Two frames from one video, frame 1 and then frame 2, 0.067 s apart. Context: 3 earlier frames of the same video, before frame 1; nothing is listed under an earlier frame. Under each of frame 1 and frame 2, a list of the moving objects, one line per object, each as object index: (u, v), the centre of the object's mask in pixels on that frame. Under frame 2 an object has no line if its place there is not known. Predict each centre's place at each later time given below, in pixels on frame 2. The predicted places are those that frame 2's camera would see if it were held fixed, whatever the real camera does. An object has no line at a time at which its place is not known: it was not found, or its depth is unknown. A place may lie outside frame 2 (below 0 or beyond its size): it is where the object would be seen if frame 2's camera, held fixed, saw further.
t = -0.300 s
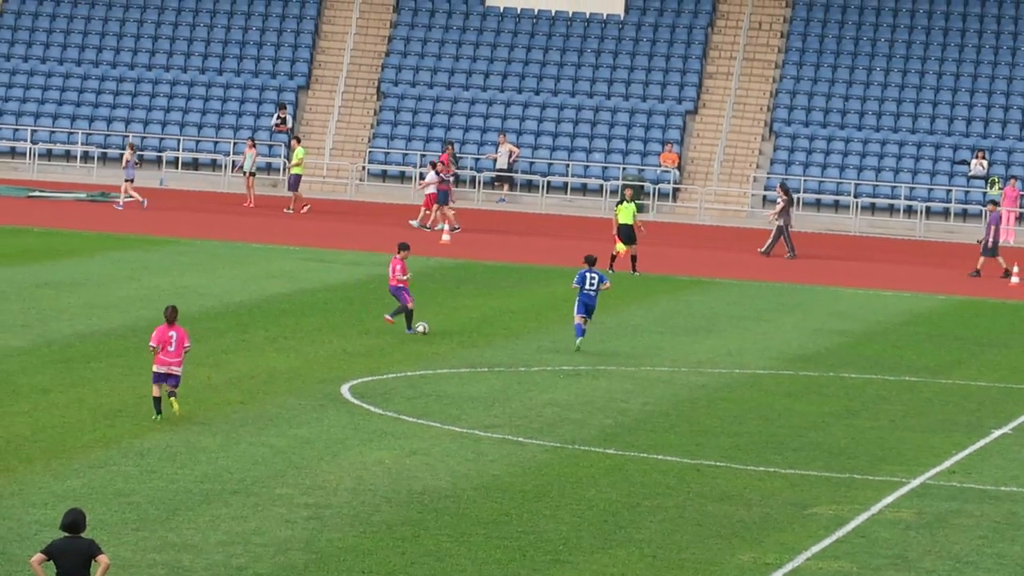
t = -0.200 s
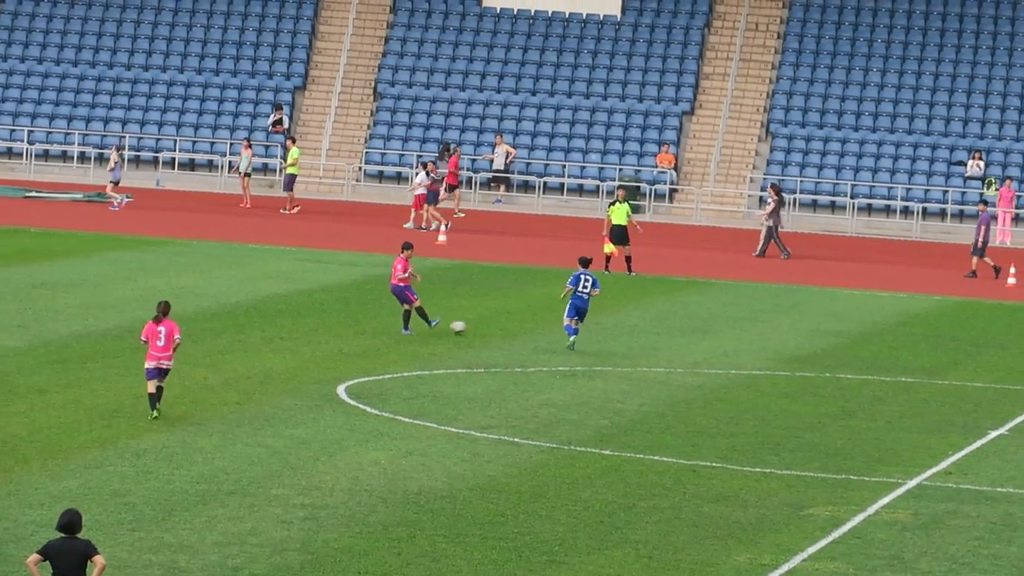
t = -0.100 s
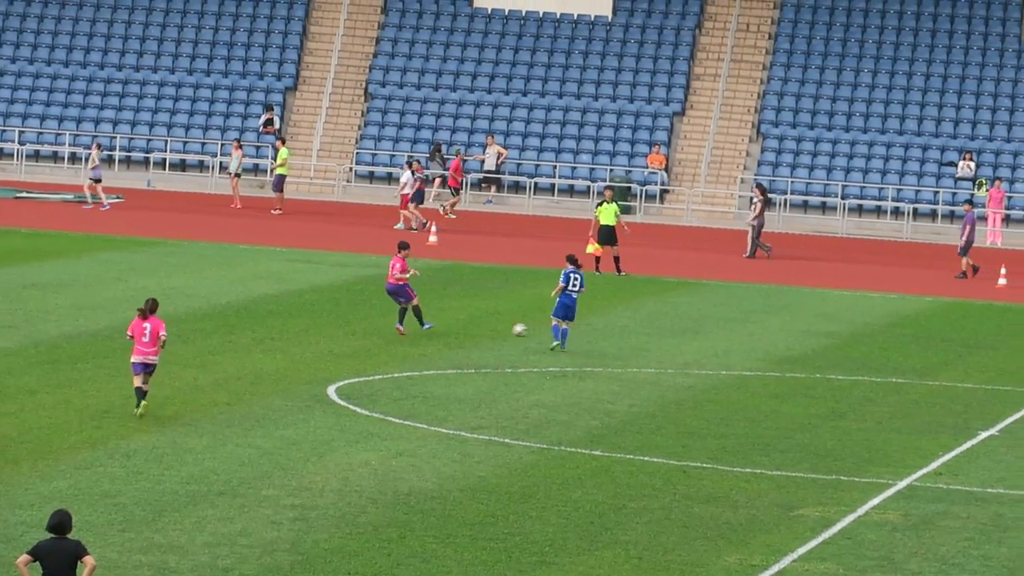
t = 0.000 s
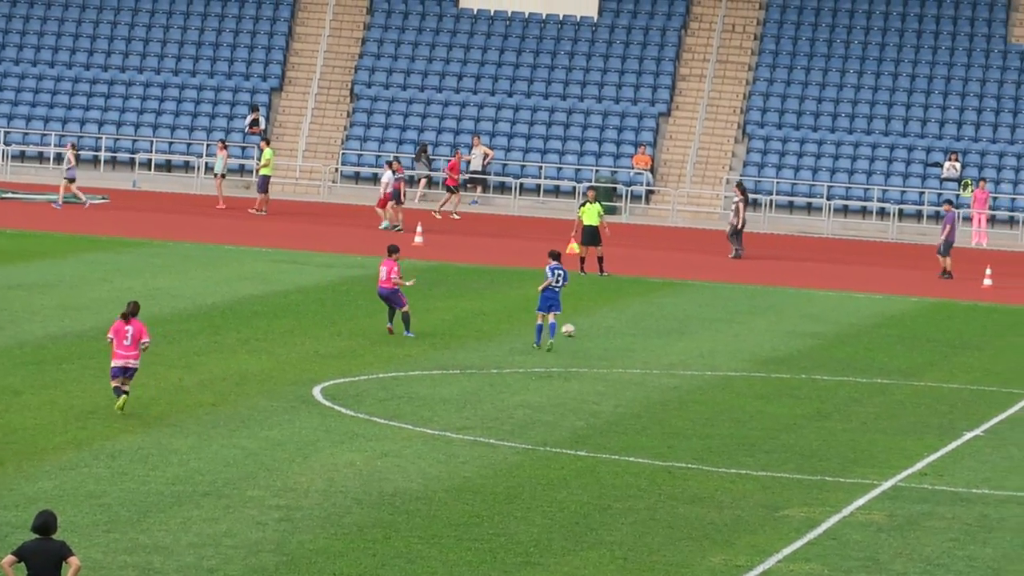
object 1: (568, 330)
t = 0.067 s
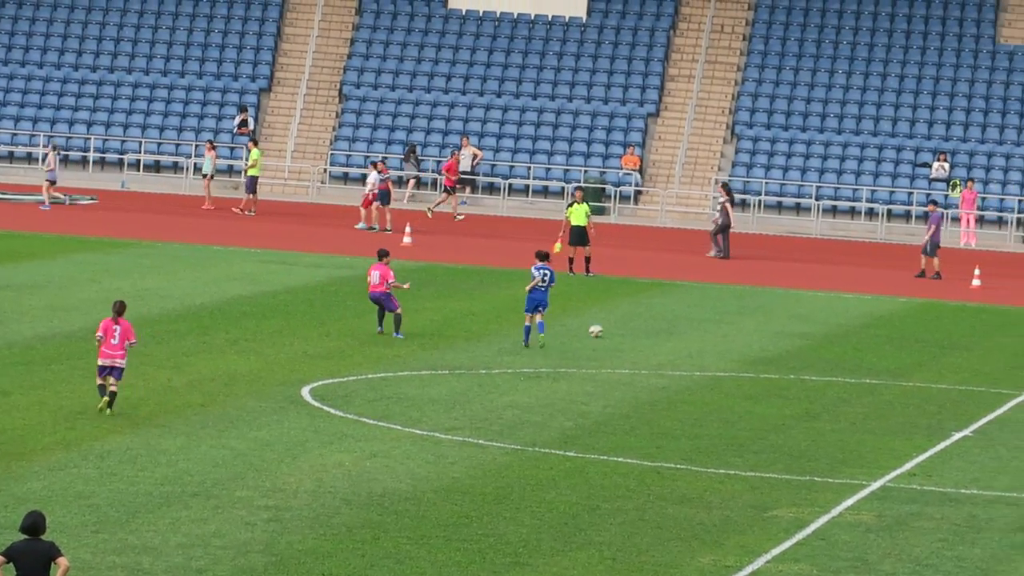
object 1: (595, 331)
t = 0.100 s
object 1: (614, 332)
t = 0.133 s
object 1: (630, 331)
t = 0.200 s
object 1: (661, 330)
